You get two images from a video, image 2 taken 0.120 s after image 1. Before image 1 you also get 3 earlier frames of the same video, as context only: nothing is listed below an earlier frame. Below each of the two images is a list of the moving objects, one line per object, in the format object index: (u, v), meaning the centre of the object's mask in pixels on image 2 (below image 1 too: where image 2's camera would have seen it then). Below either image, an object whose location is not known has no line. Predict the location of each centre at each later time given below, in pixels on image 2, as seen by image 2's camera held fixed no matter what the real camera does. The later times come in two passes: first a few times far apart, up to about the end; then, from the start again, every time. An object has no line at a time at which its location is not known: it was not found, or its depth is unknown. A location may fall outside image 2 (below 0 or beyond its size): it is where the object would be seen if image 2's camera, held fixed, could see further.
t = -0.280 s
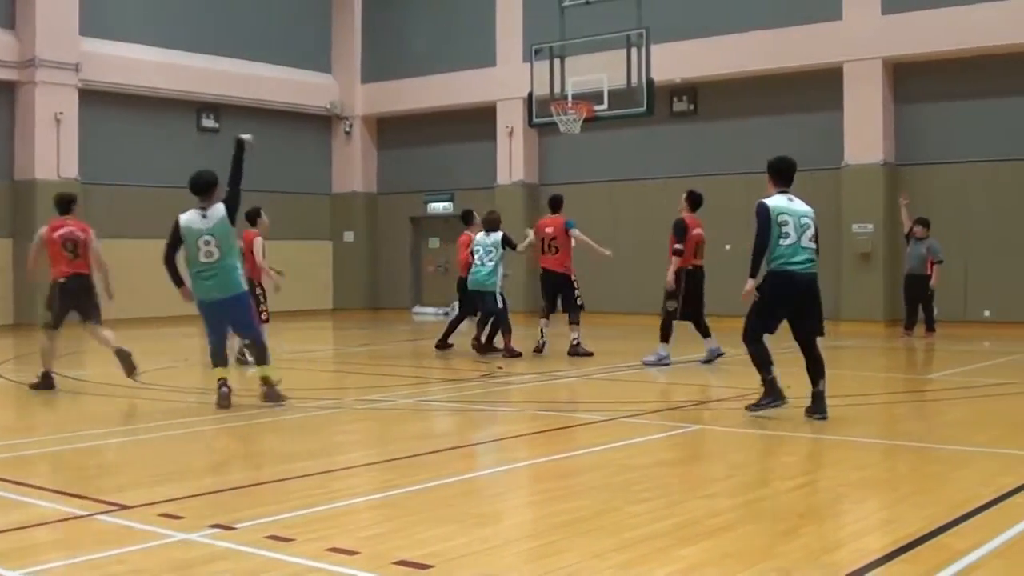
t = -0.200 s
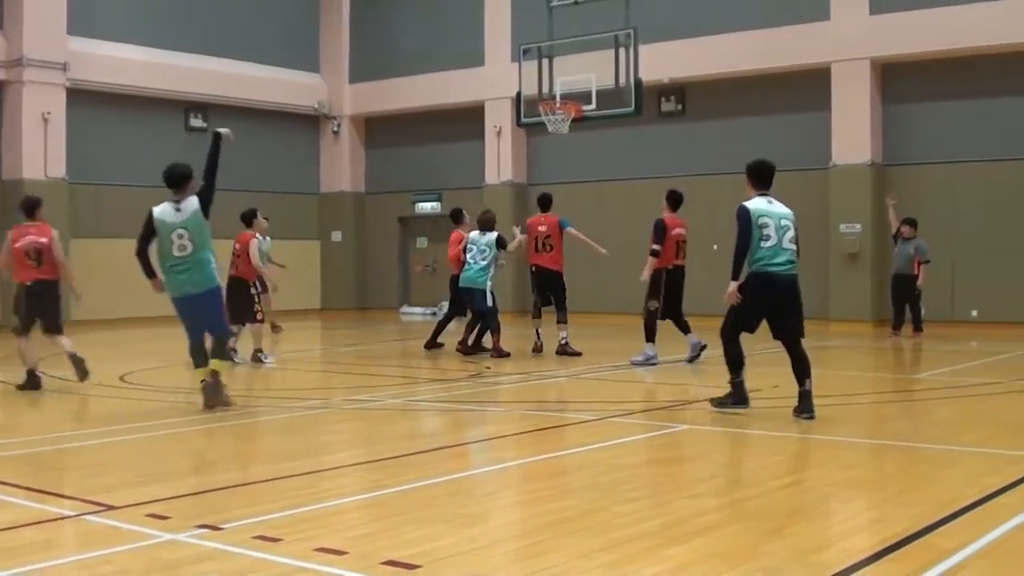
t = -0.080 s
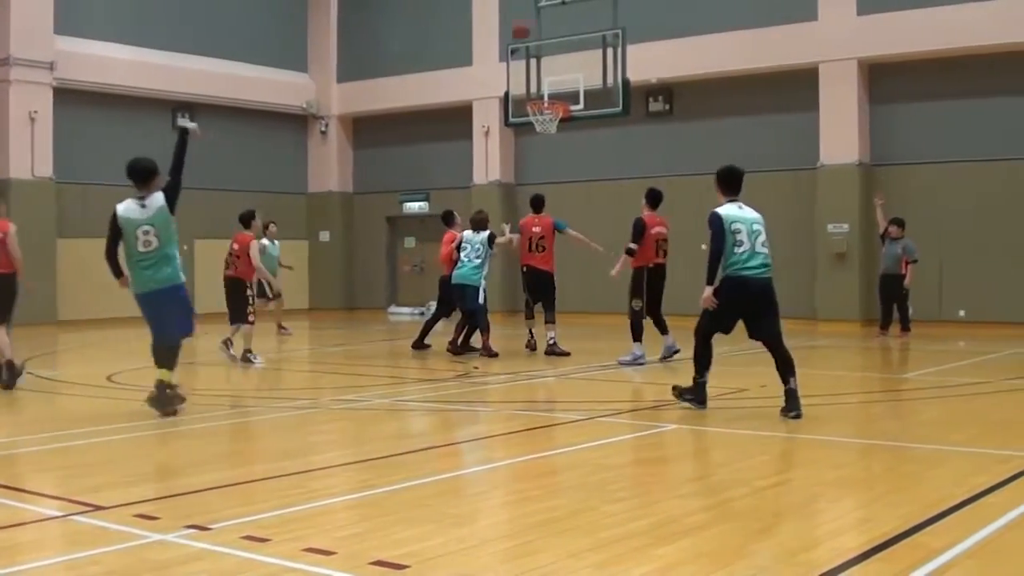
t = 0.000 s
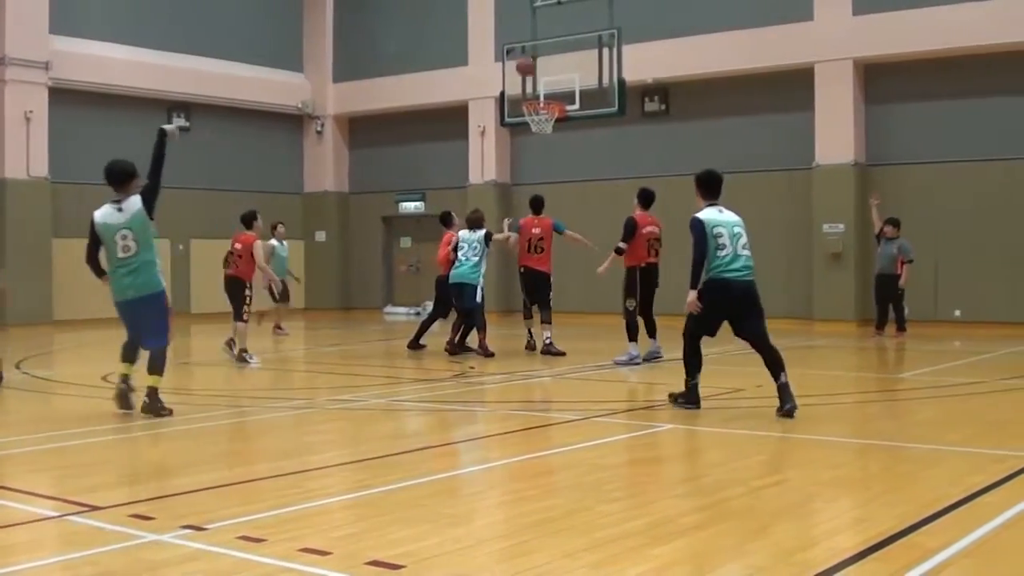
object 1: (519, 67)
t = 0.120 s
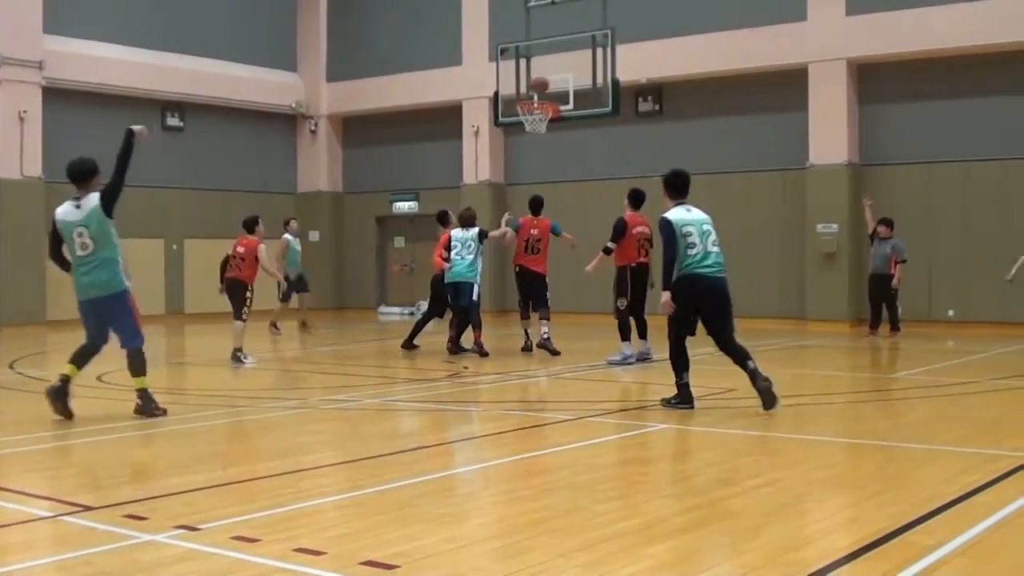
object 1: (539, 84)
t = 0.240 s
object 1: (569, 57)
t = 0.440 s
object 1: (612, 29)
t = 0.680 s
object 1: (644, 33)
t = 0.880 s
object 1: (671, 74)
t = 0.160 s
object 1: (549, 74)
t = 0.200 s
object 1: (559, 64)
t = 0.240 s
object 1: (569, 57)
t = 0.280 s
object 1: (578, 47)
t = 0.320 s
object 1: (589, 41)
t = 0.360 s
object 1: (600, 36)
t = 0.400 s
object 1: (608, 32)
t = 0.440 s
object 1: (612, 29)
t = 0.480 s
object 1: (618, 26)
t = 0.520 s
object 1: (623, 25)
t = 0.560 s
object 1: (628, 25)
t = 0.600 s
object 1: (634, 26)
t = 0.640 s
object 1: (639, 29)
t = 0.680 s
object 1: (644, 33)
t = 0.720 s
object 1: (650, 39)
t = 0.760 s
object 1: (655, 45)
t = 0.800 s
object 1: (660, 55)
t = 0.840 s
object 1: (666, 64)
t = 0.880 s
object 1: (671, 74)
